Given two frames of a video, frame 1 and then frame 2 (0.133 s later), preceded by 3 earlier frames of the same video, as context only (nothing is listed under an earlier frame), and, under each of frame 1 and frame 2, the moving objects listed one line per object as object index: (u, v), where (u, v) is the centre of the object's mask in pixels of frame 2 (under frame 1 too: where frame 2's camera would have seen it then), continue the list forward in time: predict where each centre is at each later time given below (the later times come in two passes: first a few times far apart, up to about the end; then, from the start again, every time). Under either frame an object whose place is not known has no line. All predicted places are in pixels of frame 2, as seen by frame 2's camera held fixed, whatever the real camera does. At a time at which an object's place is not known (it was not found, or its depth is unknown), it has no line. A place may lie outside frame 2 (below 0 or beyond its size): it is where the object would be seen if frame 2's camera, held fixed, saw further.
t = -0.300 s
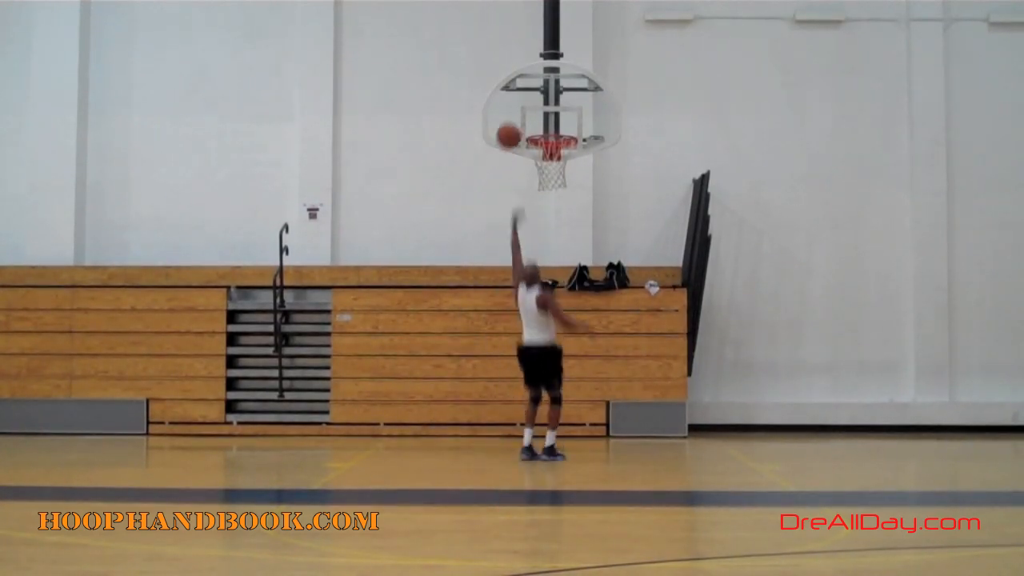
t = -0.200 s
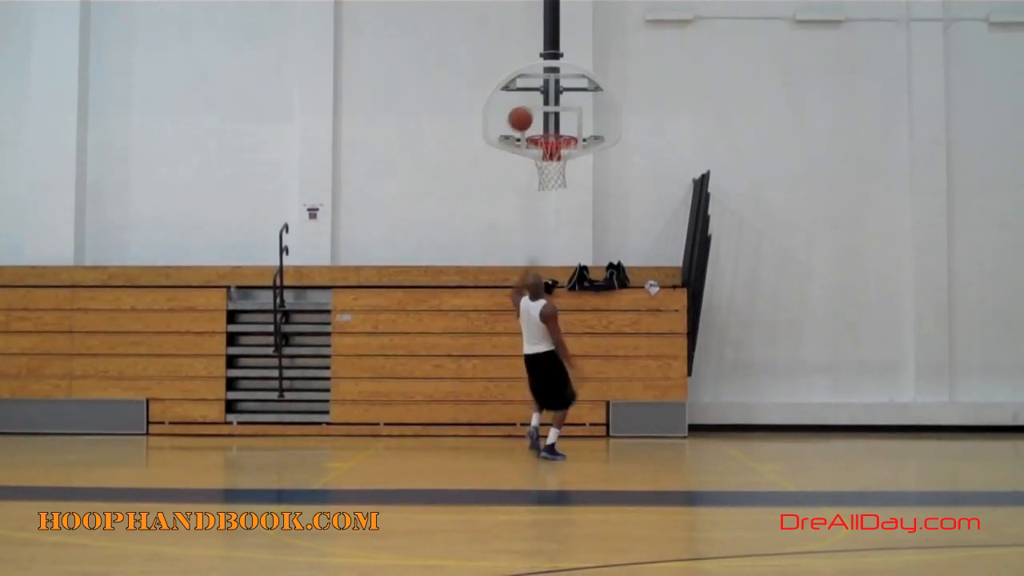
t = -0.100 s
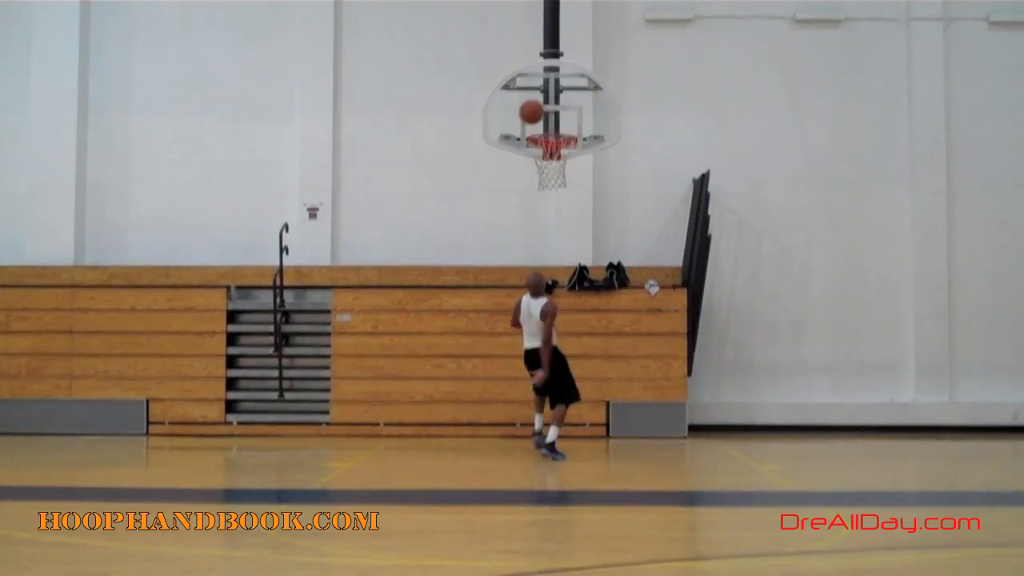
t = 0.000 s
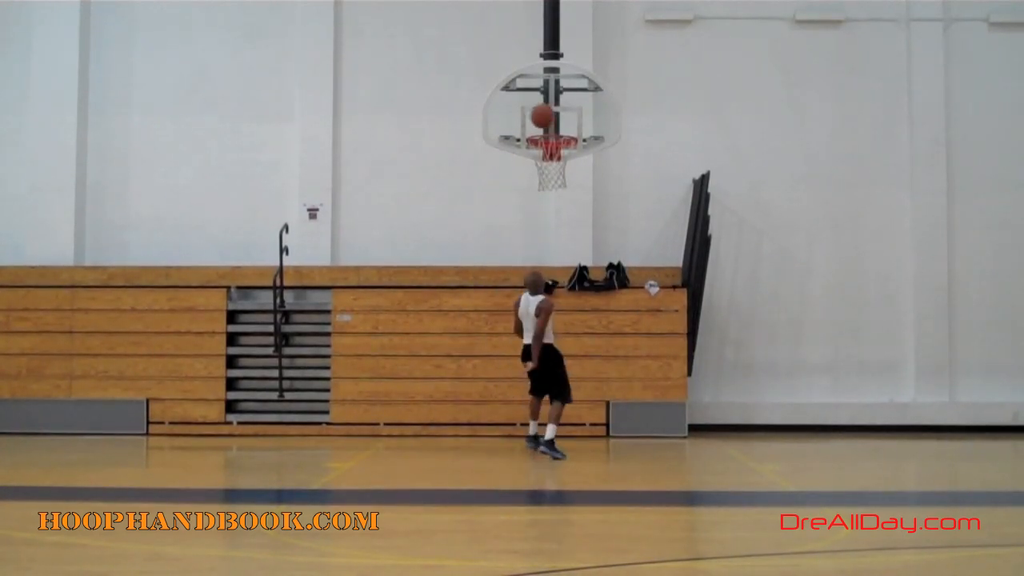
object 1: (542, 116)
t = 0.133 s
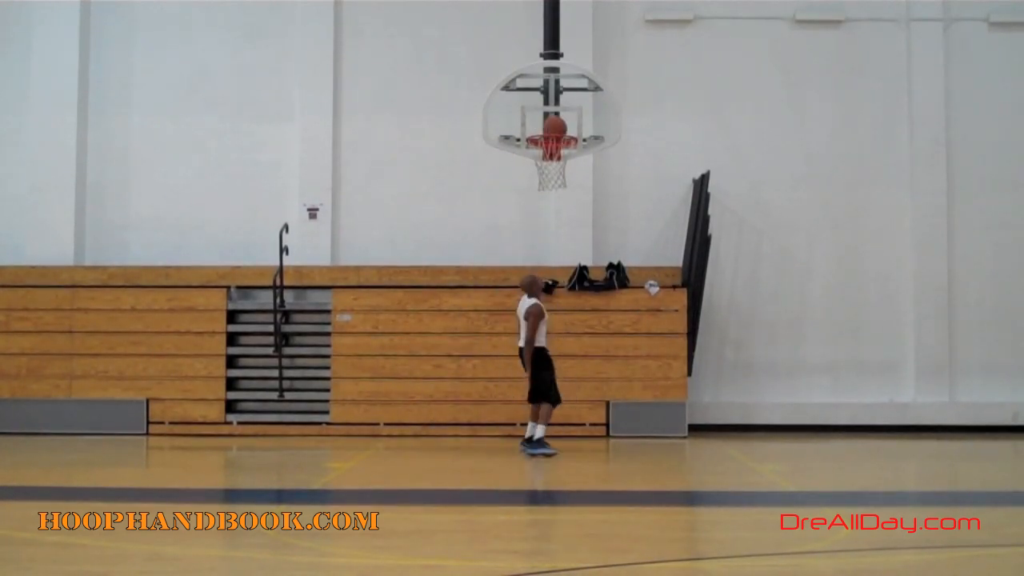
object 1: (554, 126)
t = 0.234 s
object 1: (555, 126)
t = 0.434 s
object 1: (558, 129)
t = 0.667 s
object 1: (559, 182)
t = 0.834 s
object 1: (557, 237)
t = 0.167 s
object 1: (555, 125)
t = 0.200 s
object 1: (555, 125)
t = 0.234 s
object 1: (555, 126)
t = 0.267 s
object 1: (555, 126)
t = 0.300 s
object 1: (556, 126)
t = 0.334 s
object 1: (556, 126)
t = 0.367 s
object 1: (556, 126)
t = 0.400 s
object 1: (557, 128)
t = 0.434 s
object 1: (558, 129)
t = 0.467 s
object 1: (558, 132)
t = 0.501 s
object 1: (566, 146)
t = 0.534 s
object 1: (560, 151)
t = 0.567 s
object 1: (564, 161)
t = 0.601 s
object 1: (560, 167)
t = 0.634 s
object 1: (560, 175)
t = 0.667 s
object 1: (559, 182)
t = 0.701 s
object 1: (559, 191)
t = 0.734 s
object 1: (558, 201)
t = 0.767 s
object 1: (558, 212)
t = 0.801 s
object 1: (558, 224)
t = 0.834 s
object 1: (557, 237)
